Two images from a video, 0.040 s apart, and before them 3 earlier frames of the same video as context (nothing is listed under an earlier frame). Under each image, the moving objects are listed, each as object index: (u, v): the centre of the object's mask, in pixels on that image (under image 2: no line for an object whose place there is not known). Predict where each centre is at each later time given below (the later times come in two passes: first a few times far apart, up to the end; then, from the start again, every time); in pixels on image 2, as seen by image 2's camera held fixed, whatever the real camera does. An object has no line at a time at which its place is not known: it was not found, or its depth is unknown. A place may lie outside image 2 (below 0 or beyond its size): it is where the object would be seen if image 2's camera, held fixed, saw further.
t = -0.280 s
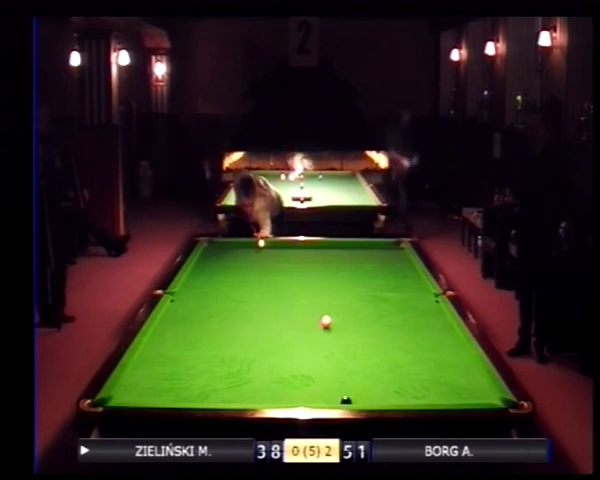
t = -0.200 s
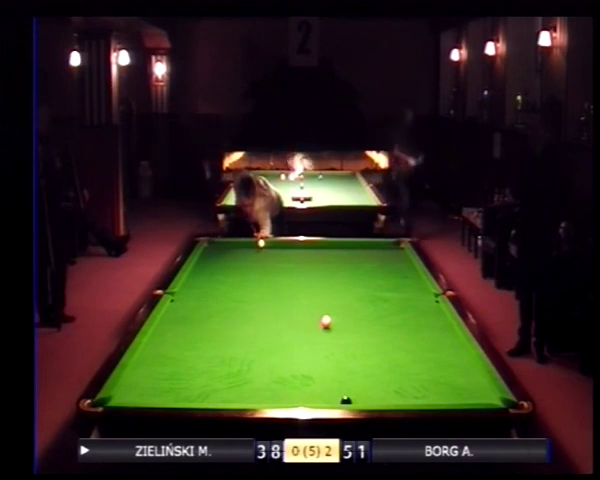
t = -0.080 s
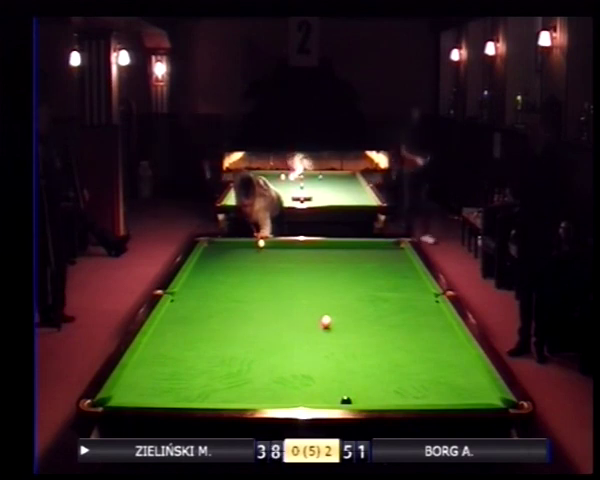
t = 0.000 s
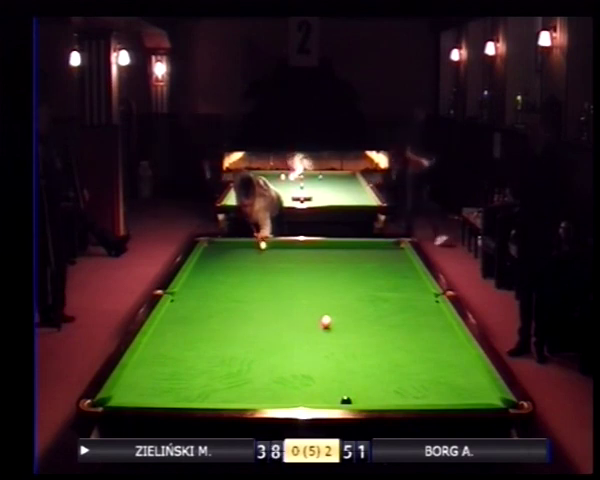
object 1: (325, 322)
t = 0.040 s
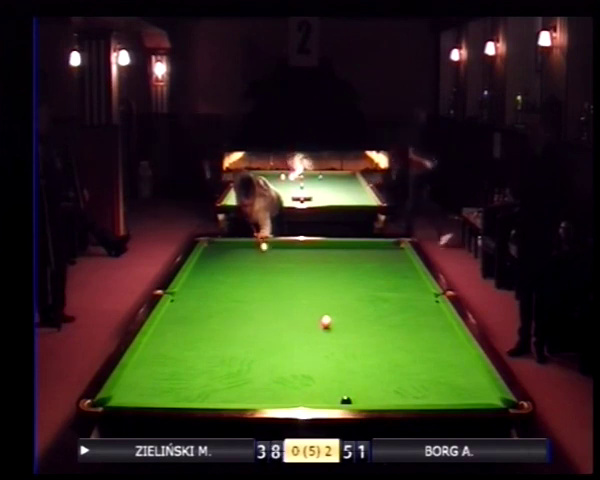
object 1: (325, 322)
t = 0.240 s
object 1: (325, 322)
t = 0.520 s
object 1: (325, 322)
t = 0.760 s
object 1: (325, 322)
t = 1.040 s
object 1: (325, 322)
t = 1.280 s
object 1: (326, 322)
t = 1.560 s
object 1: (337, 328)
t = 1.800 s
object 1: (355, 339)
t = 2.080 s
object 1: (378, 353)
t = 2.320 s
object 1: (398, 365)
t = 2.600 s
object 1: (423, 379)
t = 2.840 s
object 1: (445, 392)
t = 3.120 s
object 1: (465, 398)
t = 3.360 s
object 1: (471, 391)
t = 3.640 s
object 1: (477, 382)
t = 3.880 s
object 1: (477, 375)
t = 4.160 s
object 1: (468, 369)
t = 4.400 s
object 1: (461, 364)
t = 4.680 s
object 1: (454, 359)
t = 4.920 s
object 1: (449, 355)
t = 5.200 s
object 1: (444, 352)
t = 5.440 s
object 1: (440, 349)
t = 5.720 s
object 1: (436, 346)
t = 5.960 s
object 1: (434, 344)
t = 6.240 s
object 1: (431, 342)
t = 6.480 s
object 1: (429, 341)
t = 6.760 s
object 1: (428, 340)
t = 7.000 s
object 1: (427, 339)
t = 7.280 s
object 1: (426, 339)
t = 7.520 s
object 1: (426, 339)
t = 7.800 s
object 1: (426, 339)
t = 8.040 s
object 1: (426, 339)
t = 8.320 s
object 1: (426, 339)
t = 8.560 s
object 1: (426, 339)
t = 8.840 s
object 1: (426, 339)
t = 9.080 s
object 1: (426, 339)
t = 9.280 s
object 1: (426, 339)
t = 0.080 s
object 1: (325, 322)
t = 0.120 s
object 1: (325, 322)
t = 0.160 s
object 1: (325, 322)
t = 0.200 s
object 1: (325, 322)
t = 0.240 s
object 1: (325, 322)
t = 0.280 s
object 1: (325, 322)
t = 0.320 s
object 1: (325, 322)
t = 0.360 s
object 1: (325, 322)
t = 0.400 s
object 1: (325, 322)
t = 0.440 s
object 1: (325, 322)
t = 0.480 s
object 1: (325, 322)
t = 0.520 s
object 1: (325, 322)
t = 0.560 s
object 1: (325, 322)
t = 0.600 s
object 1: (325, 322)
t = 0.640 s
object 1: (325, 322)
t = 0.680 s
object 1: (325, 322)
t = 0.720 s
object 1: (325, 322)
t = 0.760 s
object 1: (325, 322)
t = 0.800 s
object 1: (325, 322)
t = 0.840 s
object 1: (325, 322)
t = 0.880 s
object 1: (325, 322)
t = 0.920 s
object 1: (325, 322)
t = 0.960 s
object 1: (326, 322)
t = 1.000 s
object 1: (326, 322)
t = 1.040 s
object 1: (325, 322)
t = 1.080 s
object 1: (326, 322)
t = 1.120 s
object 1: (325, 322)
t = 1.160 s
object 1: (326, 322)
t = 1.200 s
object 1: (325, 322)
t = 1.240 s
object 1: (326, 322)
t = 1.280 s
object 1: (326, 322)
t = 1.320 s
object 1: (326, 322)
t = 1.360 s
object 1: (326, 322)
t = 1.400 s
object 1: (326, 322)
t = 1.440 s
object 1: (326, 322)
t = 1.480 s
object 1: (329, 323)
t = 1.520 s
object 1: (333, 326)
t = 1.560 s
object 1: (337, 328)
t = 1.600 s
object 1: (340, 330)
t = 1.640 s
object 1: (343, 332)
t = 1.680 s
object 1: (346, 334)
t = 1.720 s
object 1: (349, 336)
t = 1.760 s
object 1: (352, 338)
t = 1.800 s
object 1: (355, 339)
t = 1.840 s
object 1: (359, 341)
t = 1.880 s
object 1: (362, 343)
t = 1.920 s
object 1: (365, 345)
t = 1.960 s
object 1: (368, 347)
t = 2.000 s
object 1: (371, 349)
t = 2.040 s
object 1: (374, 351)
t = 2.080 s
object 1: (378, 353)
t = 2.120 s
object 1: (381, 355)
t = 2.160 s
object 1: (384, 357)
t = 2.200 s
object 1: (387, 359)
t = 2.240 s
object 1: (391, 360)
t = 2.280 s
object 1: (394, 363)
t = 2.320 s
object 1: (398, 365)
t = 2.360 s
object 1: (401, 367)
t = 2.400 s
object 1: (405, 369)
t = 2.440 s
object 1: (408, 371)
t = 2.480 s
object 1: (412, 373)
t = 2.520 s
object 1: (415, 375)
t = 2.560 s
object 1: (419, 377)
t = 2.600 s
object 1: (423, 379)
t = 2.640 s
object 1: (426, 382)
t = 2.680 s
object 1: (430, 384)
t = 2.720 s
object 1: (433, 386)
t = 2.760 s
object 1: (437, 388)
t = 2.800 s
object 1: (441, 391)
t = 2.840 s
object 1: (445, 392)
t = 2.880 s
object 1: (449, 395)
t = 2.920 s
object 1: (453, 396)
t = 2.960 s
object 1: (457, 398)
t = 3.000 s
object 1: (460, 399)
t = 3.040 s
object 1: (463, 400)
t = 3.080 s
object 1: (464, 399)
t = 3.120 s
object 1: (465, 398)
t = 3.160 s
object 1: (466, 397)
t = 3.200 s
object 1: (467, 397)
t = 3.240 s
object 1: (468, 396)
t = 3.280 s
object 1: (469, 395)
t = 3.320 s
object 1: (470, 394)
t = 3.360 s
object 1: (471, 391)
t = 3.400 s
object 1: (472, 390)
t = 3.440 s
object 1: (473, 388)
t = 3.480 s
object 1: (474, 387)
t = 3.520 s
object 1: (474, 385)
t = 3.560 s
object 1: (475, 384)
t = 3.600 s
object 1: (476, 383)
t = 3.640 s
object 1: (477, 382)
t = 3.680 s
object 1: (478, 381)
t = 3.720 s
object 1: (478, 379)
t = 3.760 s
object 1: (479, 378)
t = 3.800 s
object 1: (479, 377)
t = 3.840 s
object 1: (478, 376)
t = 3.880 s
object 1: (477, 375)
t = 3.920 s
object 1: (476, 374)
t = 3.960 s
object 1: (474, 373)
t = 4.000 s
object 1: (473, 372)
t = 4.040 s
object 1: (472, 371)
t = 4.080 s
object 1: (470, 370)
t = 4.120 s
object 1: (469, 369)
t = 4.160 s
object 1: (468, 369)
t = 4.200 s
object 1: (466, 368)
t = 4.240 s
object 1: (465, 367)
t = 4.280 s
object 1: (464, 366)
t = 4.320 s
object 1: (463, 366)
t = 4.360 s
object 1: (462, 365)
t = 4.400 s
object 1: (461, 364)
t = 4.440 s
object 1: (460, 364)
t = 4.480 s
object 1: (459, 363)
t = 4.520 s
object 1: (458, 362)
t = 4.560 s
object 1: (457, 361)
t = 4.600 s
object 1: (456, 361)
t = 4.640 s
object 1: (455, 360)
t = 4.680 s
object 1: (454, 359)
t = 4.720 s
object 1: (453, 359)
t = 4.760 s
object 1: (452, 358)
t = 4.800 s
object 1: (452, 357)
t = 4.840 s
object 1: (450, 356)
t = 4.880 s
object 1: (450, 356)
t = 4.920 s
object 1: (449, 355)
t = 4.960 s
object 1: (448, 355)
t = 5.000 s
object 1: (447, 354)
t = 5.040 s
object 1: (446, 354)
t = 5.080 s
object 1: (446, 353)
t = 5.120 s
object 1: (445, 353)
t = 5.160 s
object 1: (445, 352)
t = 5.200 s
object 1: (444, 352)
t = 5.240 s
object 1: (443, 352)
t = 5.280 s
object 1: (443, 351)
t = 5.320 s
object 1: (442, 350)
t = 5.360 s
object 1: (442, 350)
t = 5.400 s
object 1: (441, 349)
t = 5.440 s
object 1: (440, 349)
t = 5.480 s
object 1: (439, 349)
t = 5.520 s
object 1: (439, 348)
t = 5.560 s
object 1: (438, 348)
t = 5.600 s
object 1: (438, 347)
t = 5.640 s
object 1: (437, 347)
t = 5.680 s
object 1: (437, 347)
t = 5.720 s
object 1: (436, 346)
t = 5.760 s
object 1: (436, 346)
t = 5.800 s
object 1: (436, 345)
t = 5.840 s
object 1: (435, 345)
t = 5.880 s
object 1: (435, 345)
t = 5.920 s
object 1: (435, 345)
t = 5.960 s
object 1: (434, 344)
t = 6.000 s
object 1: (434, 344)
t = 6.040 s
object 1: (433, 344)
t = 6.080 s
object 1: (433, 343)
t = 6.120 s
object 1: (433, 343)
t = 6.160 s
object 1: (432, 343)
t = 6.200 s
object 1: (432, 343)
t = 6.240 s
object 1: (431, 342)
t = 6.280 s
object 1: (431, 342)
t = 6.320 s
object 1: (431, 342)
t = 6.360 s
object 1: (430, 342)
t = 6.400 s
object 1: (430, 342)
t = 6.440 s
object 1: (430, 341)
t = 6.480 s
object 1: (429, 341)
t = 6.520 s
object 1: (429, 341)
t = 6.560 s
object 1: (429, 341)
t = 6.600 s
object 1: (429, 341)
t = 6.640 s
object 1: (429, 341)
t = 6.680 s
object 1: (428, 340)
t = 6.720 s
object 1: (428, 340)
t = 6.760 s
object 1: (428, 340)
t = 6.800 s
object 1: (428, 340)
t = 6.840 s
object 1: (427, 340)
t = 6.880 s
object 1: (427, 340)
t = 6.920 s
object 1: (427, 340)
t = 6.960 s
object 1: (427, 340)
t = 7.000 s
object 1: (427, 339)
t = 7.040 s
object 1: (427, 339)
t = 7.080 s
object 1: (427, 339)
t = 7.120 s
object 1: (427, 339)
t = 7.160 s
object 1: (427, 340)
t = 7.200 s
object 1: (426, 340)
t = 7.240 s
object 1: (426, 339)
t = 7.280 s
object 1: (426, 339)
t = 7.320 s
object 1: (426, 339)
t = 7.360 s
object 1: (426, 339)
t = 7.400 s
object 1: (426, 339)
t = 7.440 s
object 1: (426, 339)
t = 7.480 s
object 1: (426, 339)
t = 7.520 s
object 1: (426, 339)
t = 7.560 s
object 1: (426, 339)
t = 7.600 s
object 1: (426, 339)
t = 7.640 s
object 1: (426, 339)
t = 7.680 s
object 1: (426, 339)
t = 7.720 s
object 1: (426, 339)
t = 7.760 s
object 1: (426, 339)
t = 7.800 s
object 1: (426, 339)
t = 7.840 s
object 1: (426, 339)
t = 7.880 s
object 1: (426, 339)
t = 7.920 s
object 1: (426, 339)
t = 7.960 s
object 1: (426, 339)
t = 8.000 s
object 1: (426, 339)
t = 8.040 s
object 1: (426, 339)
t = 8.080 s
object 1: (426, 339)
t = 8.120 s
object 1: (426, 339)
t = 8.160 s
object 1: (426, 339)
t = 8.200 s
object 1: (426, 339)
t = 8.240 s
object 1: (426, 339)
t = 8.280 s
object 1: (426, 339)
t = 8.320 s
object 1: (426, 339)
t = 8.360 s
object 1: (426, 339)
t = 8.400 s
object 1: (426, 339)
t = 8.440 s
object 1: (426, 339)
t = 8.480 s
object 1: (426, 339)
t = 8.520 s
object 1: (426, 339)
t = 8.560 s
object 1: (426, 339)
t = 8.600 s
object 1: (426, 339)
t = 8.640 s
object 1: (426, 339)
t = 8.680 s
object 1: (426, 339)
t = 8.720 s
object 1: (426, 339)
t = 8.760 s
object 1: (426, 339)
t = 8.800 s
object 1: (426, 339)
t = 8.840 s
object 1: (426, 339)
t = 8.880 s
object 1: (426, 339)
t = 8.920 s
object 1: (426, 339)
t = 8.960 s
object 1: (426, 339)
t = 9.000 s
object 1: (426, 339)
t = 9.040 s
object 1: (426, 339)
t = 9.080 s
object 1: (426, 339)
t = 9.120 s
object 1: (426, 339)
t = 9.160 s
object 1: (426, 339)
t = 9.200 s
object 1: (426, 339)
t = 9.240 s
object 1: (426, 339)
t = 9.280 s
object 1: (426, 339)
